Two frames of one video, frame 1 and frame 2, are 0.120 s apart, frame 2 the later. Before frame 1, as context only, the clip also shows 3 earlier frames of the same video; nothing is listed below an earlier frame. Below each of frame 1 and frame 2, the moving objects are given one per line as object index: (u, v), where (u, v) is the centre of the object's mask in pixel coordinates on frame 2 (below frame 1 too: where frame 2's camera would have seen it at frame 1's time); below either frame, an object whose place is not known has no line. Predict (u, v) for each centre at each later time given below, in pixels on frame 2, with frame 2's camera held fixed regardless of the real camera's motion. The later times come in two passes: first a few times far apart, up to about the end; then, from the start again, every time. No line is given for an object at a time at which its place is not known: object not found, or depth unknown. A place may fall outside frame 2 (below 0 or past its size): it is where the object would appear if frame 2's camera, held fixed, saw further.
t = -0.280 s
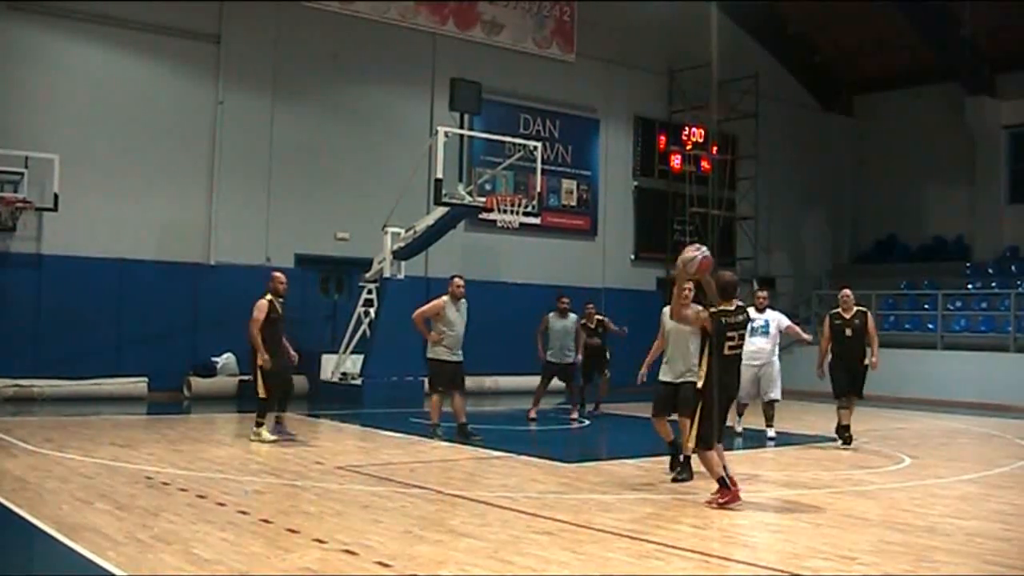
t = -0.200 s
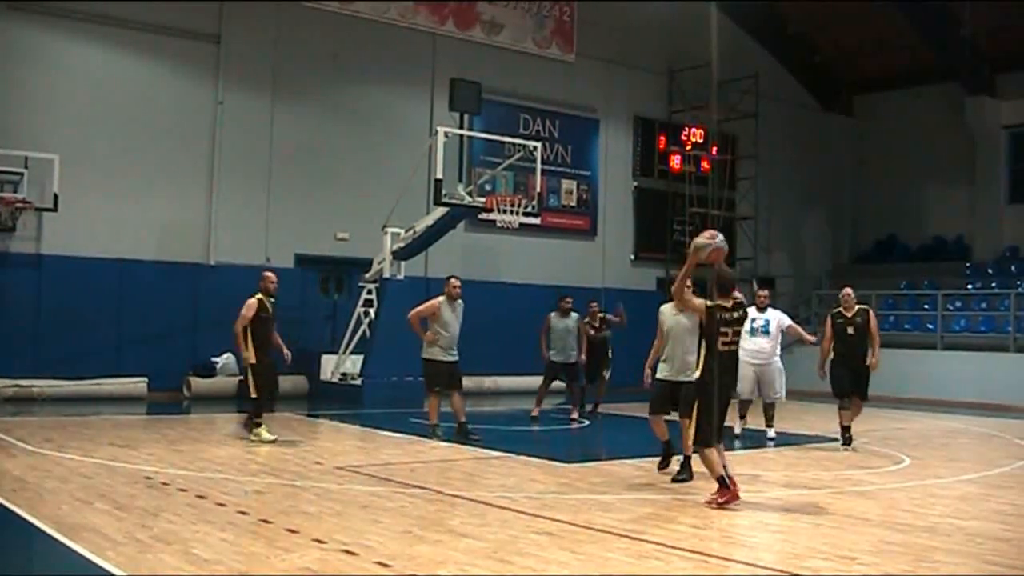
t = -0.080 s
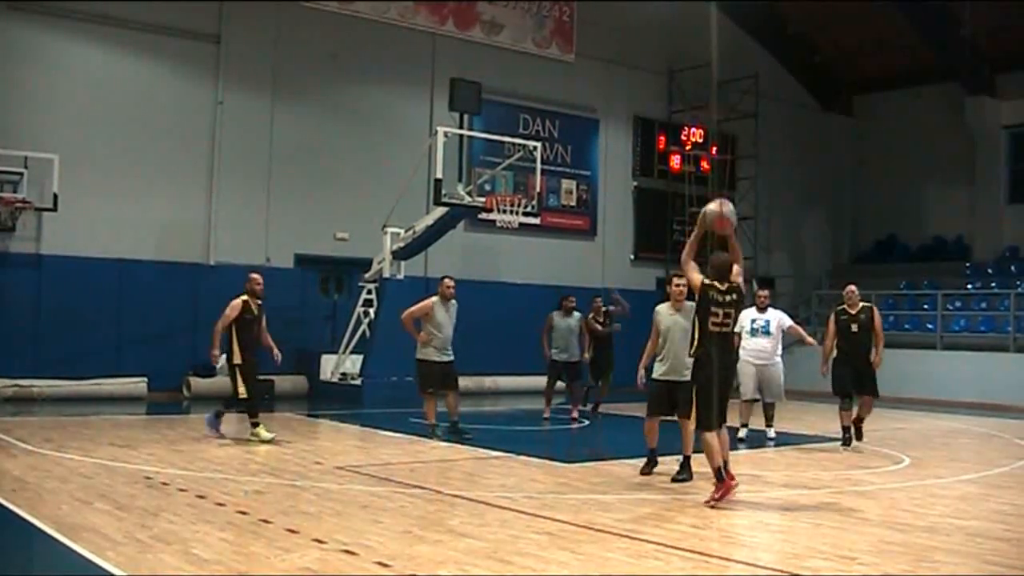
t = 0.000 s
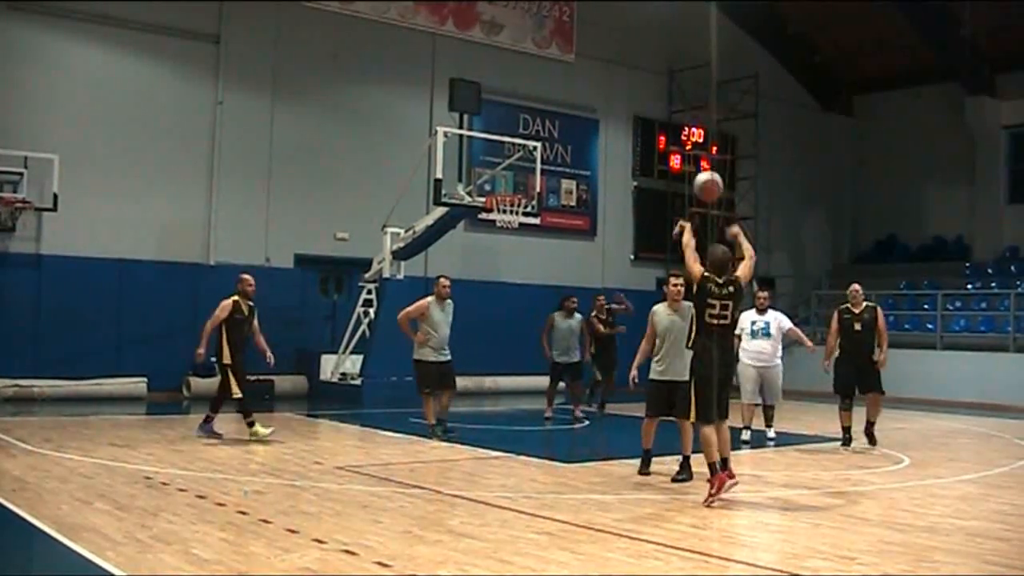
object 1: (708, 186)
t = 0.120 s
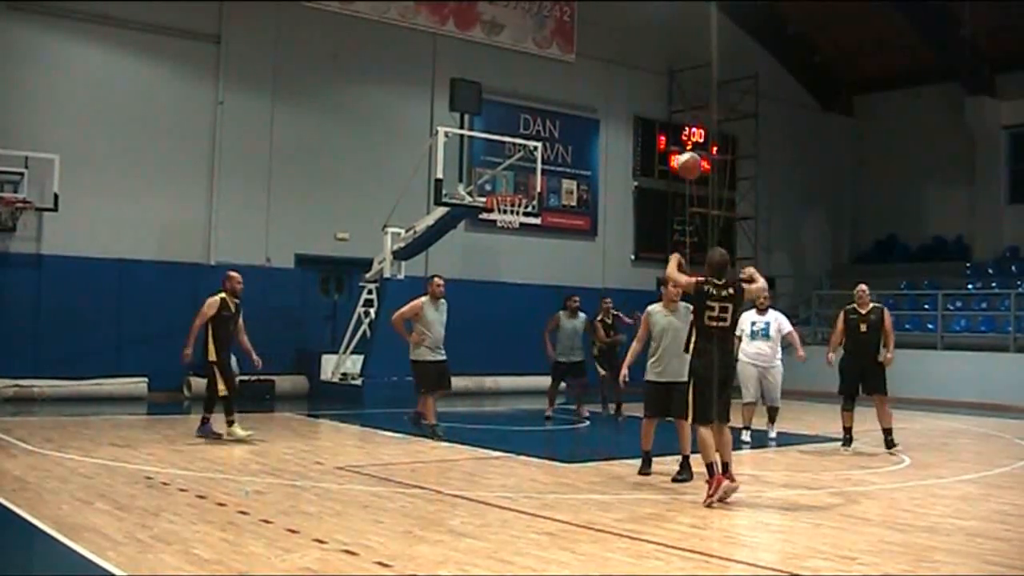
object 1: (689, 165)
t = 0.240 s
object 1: (672, 164)
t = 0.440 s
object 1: (651, 189)
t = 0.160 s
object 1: (683, 163)
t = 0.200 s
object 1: (677, 162)
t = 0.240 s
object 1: (672, 164)
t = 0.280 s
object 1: (666, 166)
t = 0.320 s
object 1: (662, 170)
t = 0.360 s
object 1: (658, 175)
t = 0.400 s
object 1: (654, 182)
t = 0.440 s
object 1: (651, 189)
